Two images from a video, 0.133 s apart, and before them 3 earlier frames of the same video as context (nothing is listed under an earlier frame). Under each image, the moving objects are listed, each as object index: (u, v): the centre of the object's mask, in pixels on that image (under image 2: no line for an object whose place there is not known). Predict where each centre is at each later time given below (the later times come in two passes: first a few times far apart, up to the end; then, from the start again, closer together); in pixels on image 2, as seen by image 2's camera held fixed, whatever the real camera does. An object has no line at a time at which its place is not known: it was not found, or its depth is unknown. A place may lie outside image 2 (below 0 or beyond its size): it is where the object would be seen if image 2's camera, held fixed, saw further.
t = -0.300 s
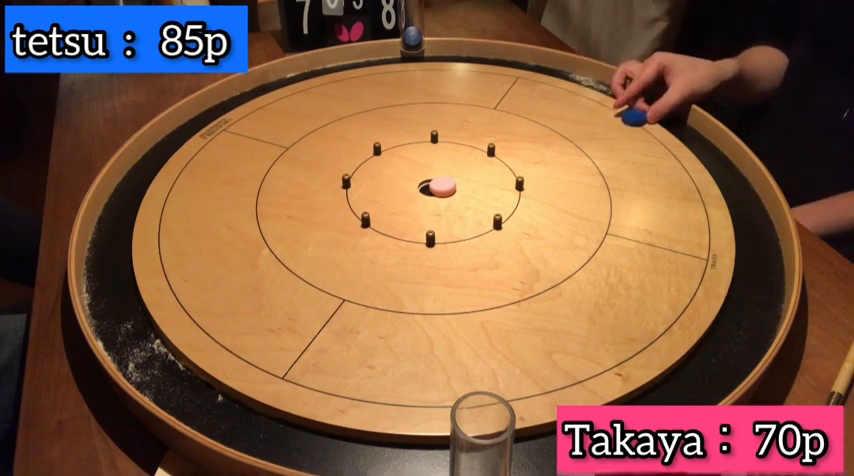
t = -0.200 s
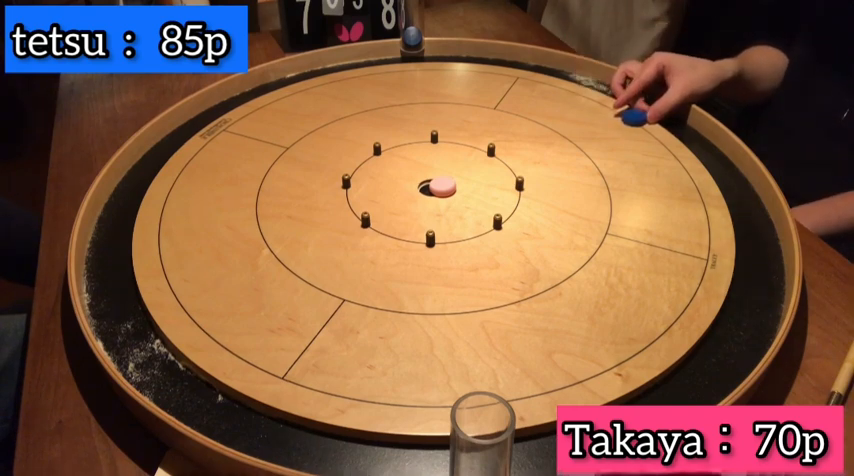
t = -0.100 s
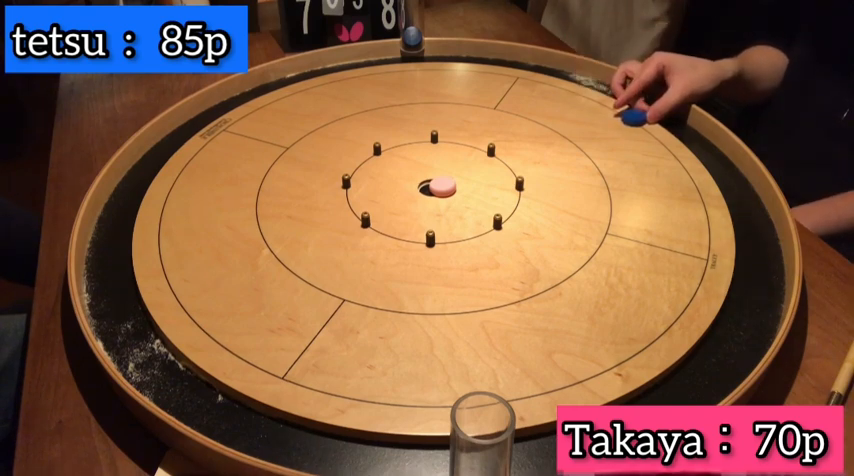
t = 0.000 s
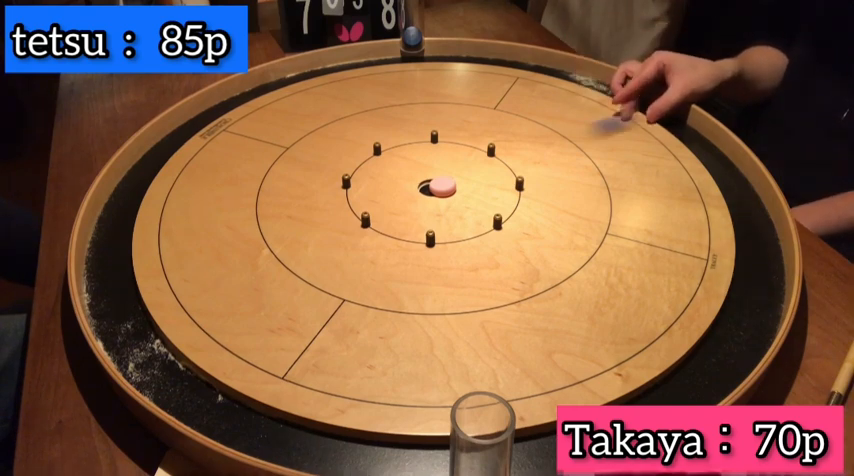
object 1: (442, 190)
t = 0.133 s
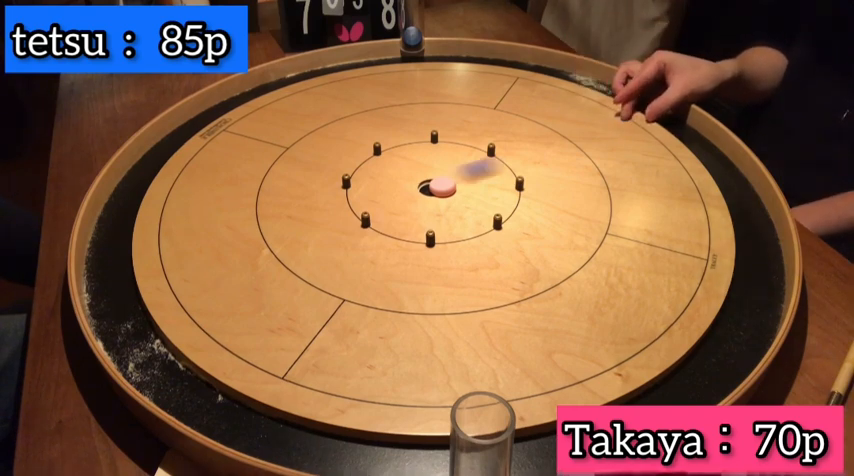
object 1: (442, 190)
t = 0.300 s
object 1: (447, 217)
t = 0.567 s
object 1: (558, 139)
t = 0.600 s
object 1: (568, 133)
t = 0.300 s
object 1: (447, 217)
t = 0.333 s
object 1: (464, 205)
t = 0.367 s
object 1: (480, 193)
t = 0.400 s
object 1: (496, 183)
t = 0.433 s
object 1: (510, 172)
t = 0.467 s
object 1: (524, 163)
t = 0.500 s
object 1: (535, 155)
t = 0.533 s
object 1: (548, 147)
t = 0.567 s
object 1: (558, 139)
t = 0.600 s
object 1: (568, 133)
